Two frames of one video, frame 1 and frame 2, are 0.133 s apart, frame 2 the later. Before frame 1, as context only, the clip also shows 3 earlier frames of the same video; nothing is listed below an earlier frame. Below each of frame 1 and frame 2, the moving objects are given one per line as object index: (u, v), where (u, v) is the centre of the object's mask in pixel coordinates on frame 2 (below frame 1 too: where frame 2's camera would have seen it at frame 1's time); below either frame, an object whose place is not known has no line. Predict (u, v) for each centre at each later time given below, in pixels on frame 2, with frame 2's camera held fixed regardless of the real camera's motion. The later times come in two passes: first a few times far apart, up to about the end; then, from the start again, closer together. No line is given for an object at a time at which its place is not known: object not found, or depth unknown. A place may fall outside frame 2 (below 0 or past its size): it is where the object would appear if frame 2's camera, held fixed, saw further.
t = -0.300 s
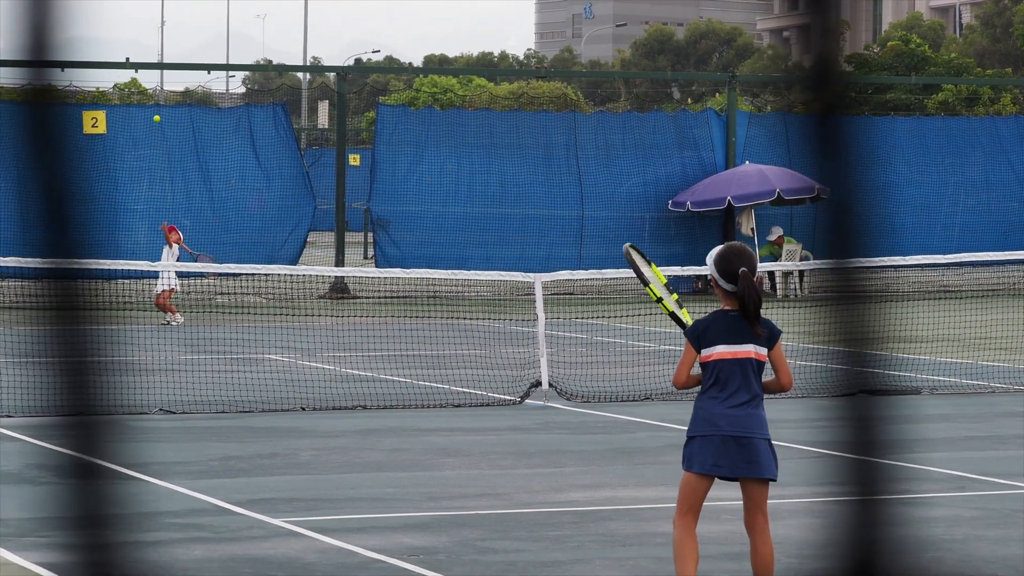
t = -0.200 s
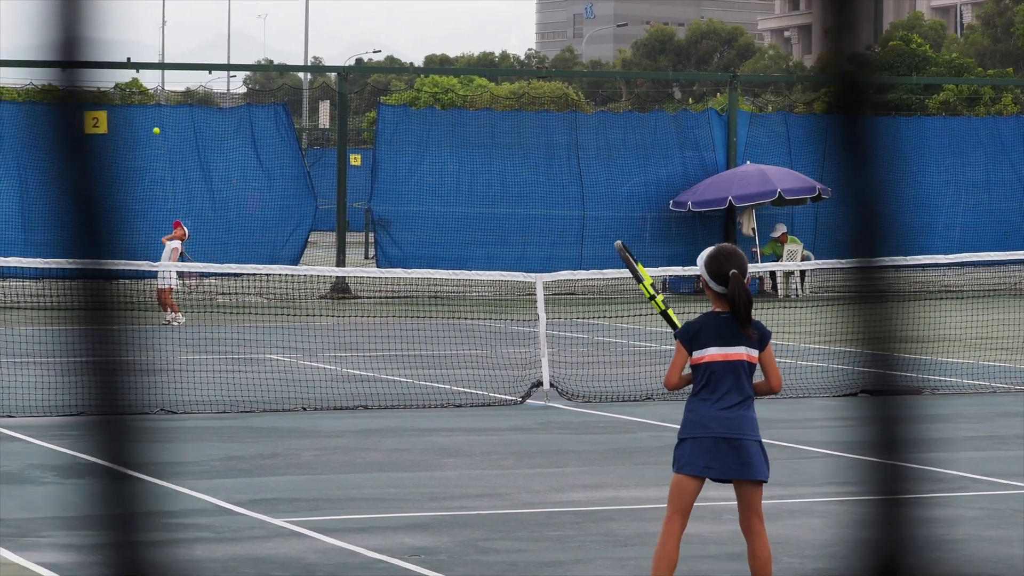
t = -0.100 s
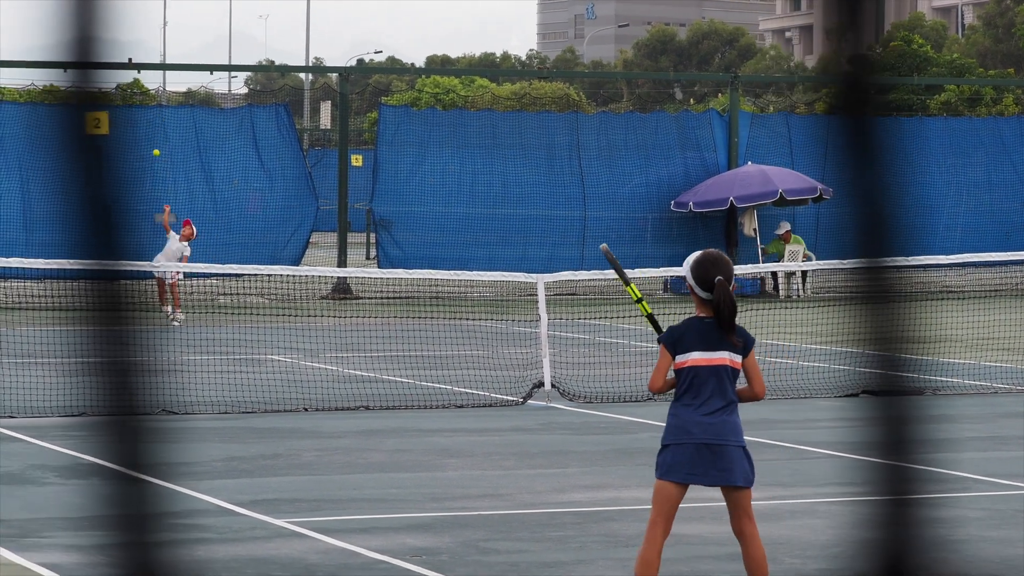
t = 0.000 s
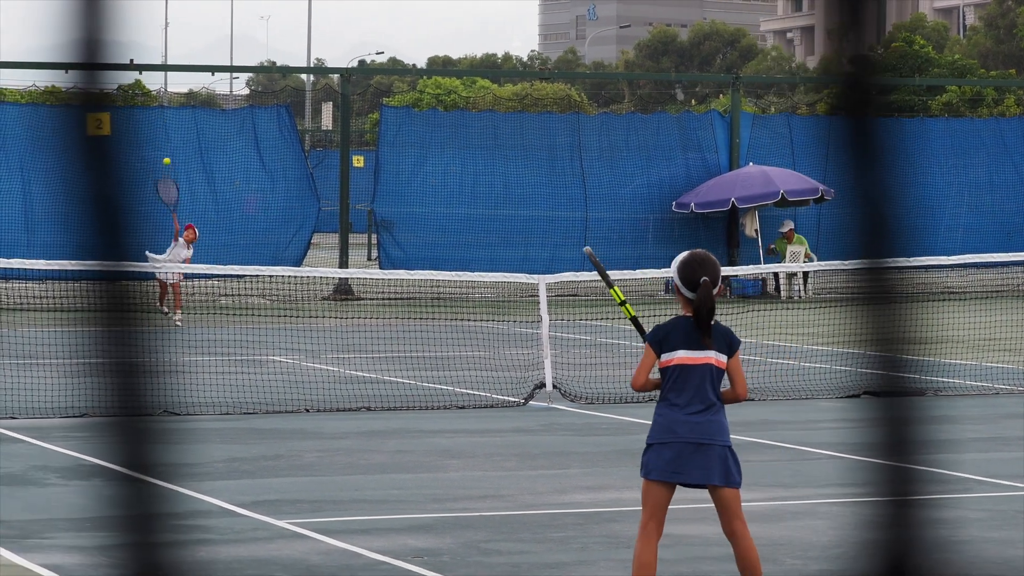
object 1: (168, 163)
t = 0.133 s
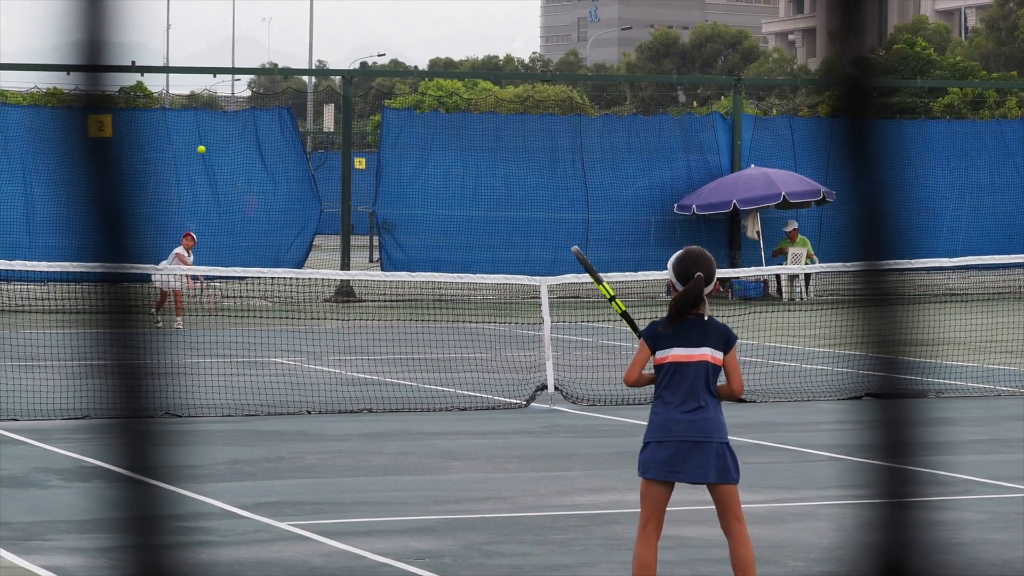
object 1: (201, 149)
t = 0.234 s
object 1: (229, 151)
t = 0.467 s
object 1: (315, 205)
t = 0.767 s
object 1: (481, 453)
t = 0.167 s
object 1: (210, 148)
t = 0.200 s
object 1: (220, 149)
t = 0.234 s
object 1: (229, 151)
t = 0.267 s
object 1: (240, 154)
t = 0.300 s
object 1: (251, 158)
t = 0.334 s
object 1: (262, 164)
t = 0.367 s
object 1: (274, 171)
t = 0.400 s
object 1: (287, 181)
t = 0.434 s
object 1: (300, 192)
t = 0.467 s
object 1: (315, 205)
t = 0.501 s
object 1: (330, 220)
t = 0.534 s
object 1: (345, 238)
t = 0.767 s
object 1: (481, 453)
